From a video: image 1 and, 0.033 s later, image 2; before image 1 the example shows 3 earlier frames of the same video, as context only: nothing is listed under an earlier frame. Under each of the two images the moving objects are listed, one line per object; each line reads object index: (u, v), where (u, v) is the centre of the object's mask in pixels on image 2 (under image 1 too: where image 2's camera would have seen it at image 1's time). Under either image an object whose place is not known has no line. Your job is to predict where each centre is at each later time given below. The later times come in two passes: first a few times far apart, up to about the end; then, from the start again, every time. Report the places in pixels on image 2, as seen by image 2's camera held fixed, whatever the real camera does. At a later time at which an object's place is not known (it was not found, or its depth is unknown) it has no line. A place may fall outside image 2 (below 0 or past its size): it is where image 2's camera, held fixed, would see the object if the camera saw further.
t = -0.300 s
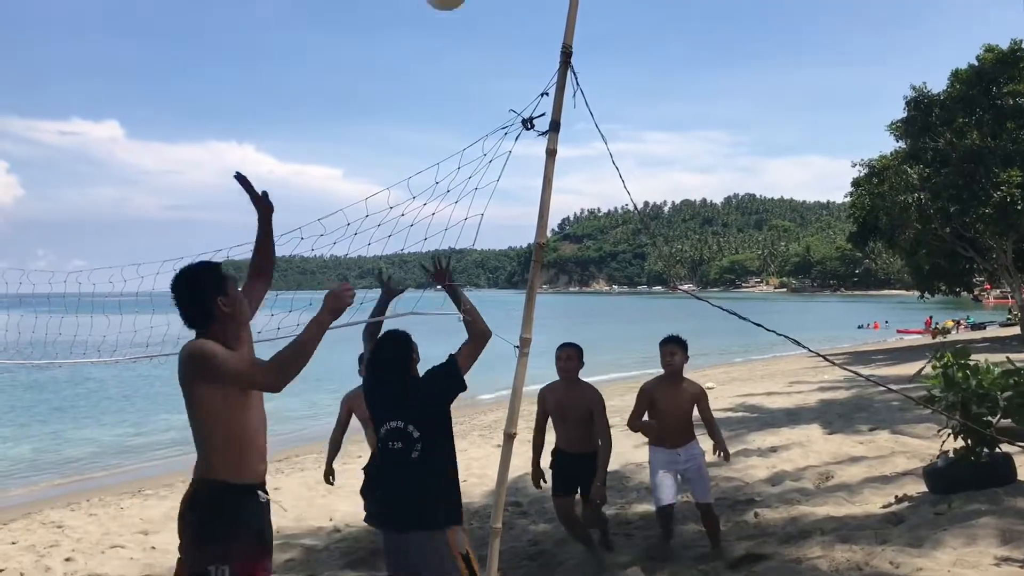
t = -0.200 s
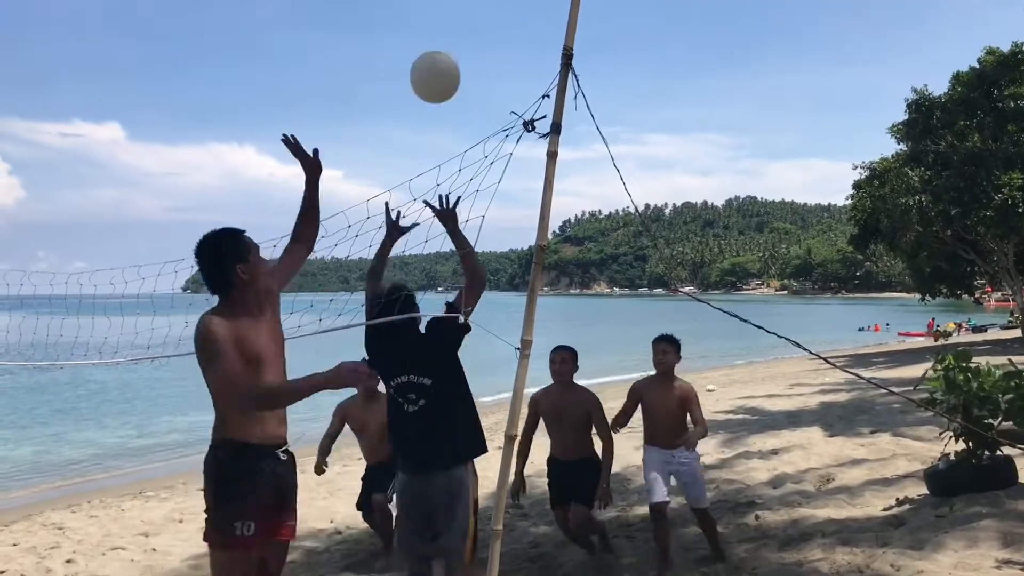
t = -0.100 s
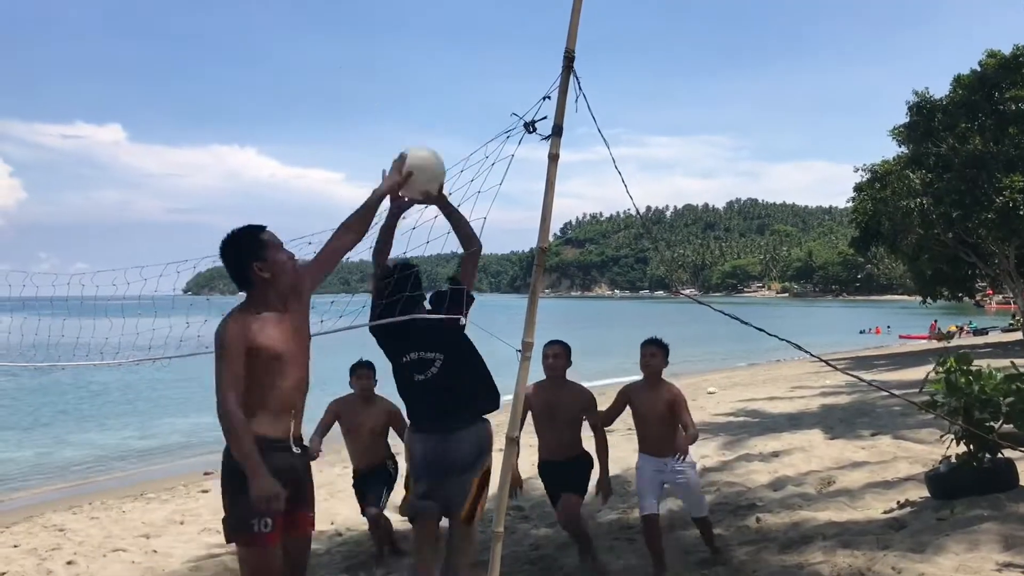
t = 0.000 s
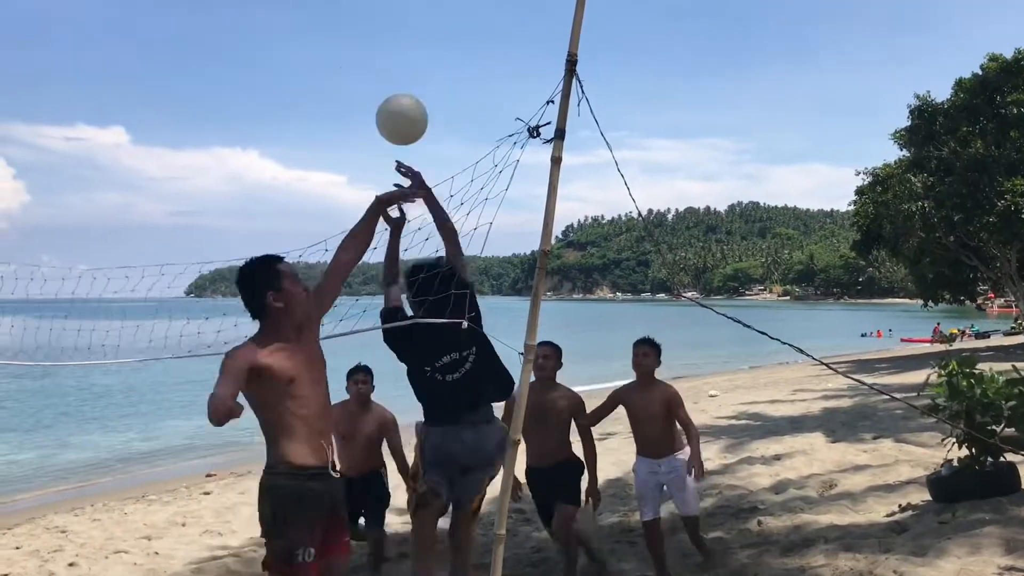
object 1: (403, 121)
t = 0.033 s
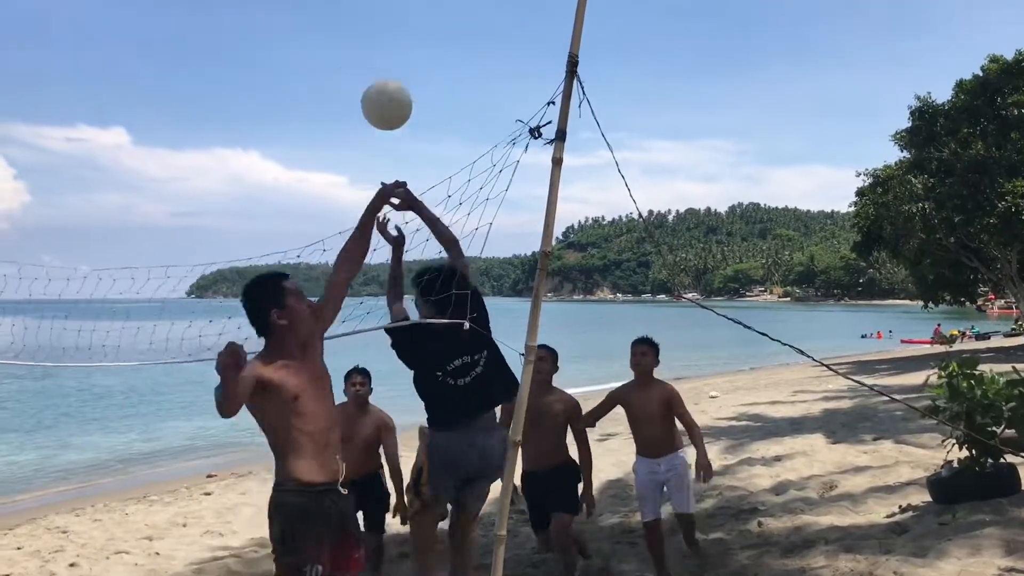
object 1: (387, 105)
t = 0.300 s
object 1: (280, 77)
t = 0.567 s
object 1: (205, 185)
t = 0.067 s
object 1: (370, 92)
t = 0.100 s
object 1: (355, 82)
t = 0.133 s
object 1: (342, 76)
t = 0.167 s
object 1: (328, 71)
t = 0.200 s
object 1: (315, 69)
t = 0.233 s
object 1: (302, 68)
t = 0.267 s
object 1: (291, 72)
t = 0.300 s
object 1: (280, 77)
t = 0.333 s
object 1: (270, 85)
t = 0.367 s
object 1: (259, 94)
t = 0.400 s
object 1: (250, 105)
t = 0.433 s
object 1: (240, 118)
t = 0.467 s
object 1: (231, 132)
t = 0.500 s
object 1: (222, 148)
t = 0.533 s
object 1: (213, 166)
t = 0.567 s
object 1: (205, 185)
